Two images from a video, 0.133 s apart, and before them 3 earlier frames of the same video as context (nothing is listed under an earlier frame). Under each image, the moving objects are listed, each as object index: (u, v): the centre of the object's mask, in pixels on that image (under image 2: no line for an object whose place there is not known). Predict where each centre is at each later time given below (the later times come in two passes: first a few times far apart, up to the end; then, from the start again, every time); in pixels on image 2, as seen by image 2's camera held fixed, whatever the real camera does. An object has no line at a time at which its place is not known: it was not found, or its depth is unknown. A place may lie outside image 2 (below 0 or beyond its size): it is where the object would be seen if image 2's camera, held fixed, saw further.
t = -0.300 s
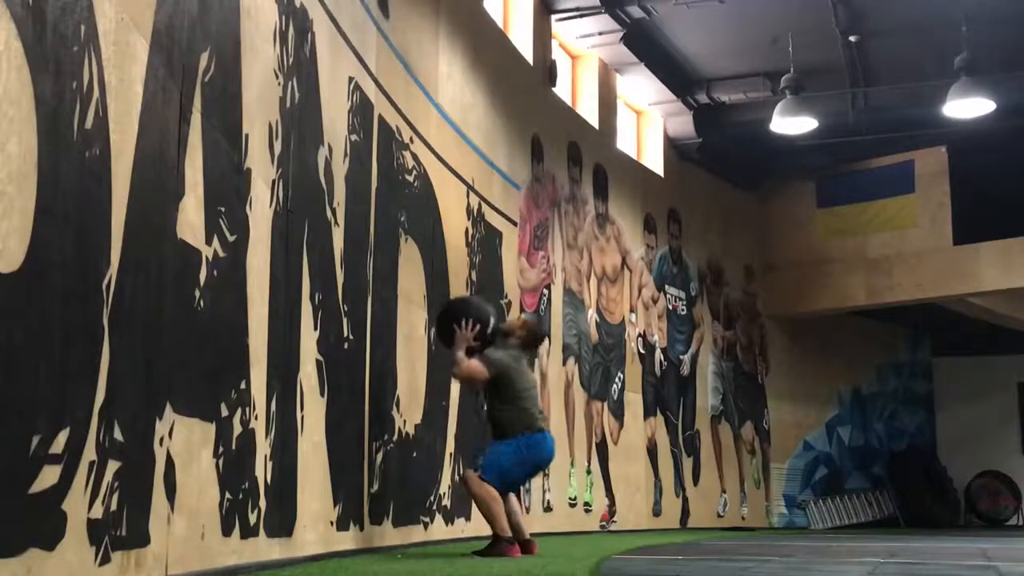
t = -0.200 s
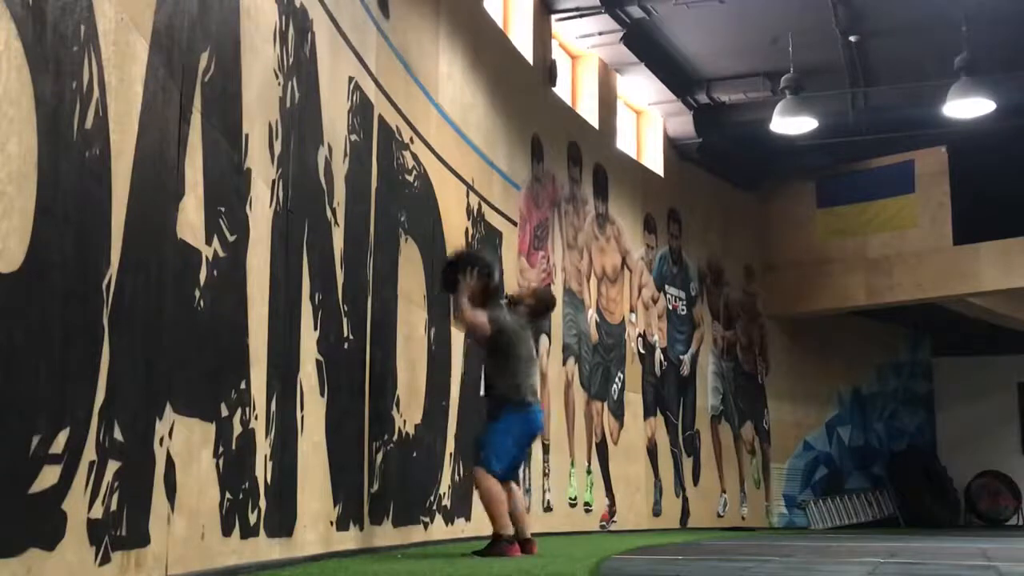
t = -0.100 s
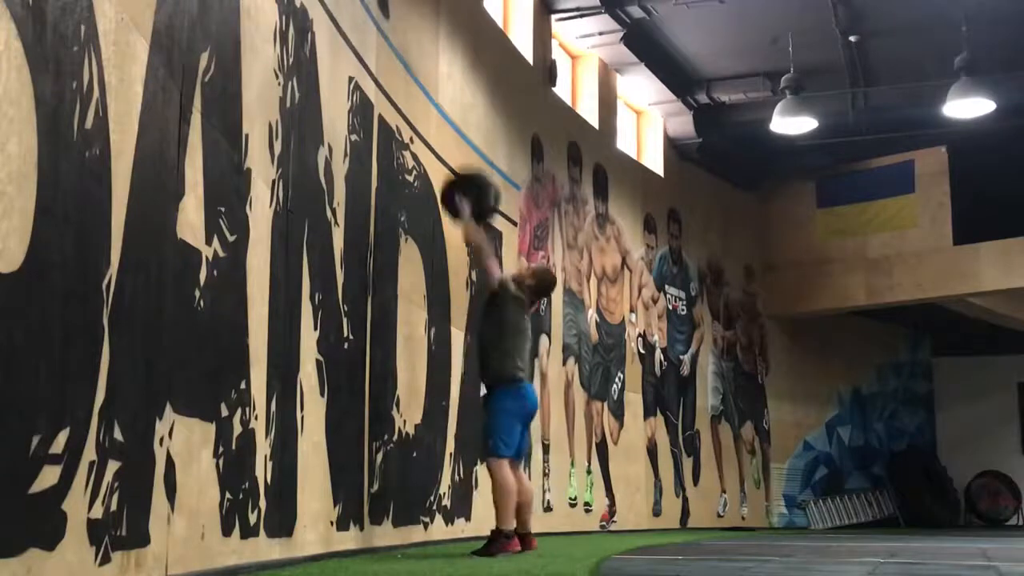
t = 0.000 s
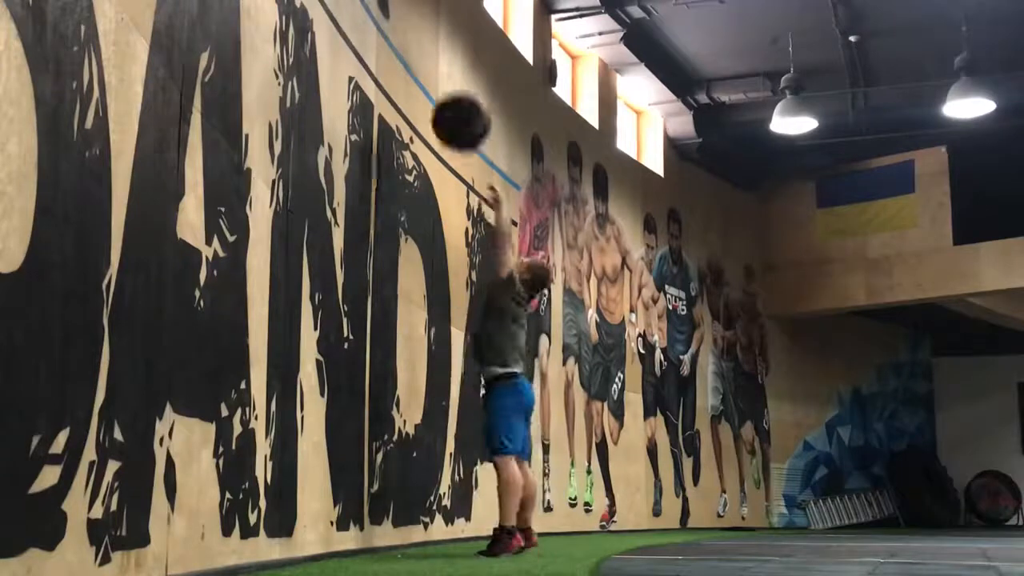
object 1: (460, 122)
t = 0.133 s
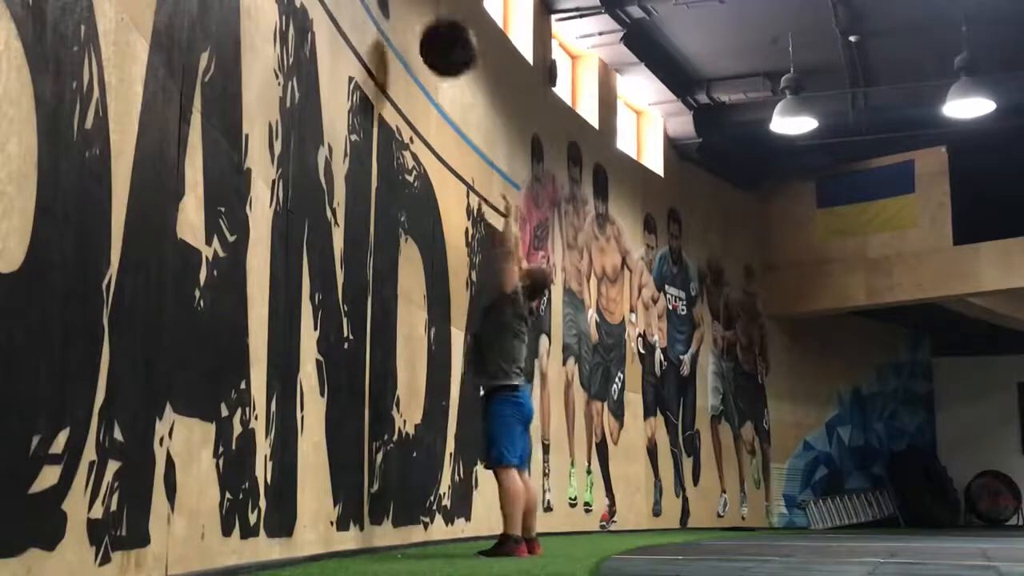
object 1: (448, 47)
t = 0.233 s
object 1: (437, 18)
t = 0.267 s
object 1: (435, 14)
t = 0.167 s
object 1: (444, 33)
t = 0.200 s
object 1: (440, 24)
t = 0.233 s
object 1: (437, 18)
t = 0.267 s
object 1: (435, 14)
